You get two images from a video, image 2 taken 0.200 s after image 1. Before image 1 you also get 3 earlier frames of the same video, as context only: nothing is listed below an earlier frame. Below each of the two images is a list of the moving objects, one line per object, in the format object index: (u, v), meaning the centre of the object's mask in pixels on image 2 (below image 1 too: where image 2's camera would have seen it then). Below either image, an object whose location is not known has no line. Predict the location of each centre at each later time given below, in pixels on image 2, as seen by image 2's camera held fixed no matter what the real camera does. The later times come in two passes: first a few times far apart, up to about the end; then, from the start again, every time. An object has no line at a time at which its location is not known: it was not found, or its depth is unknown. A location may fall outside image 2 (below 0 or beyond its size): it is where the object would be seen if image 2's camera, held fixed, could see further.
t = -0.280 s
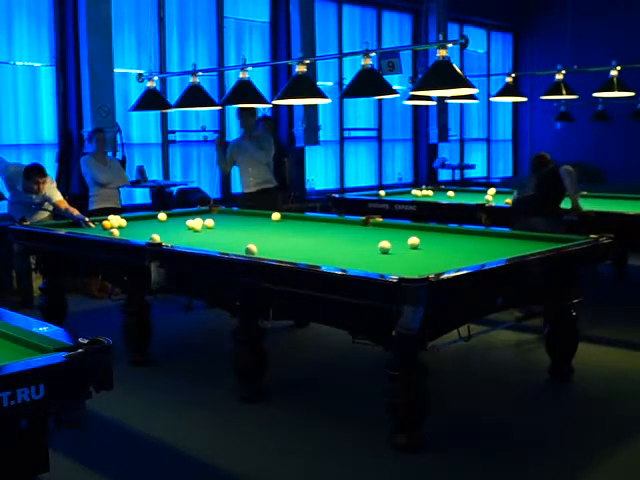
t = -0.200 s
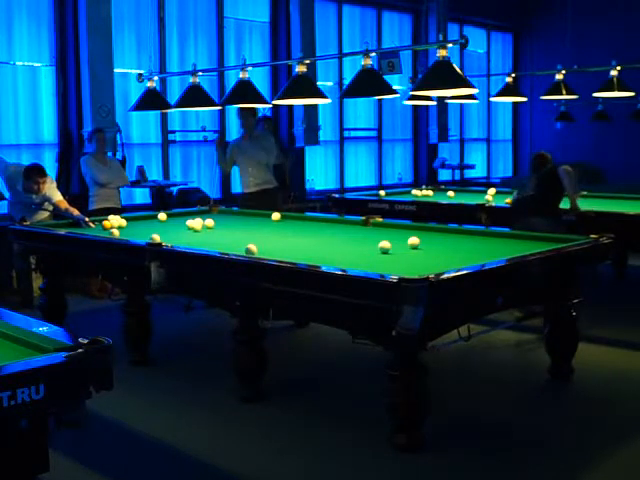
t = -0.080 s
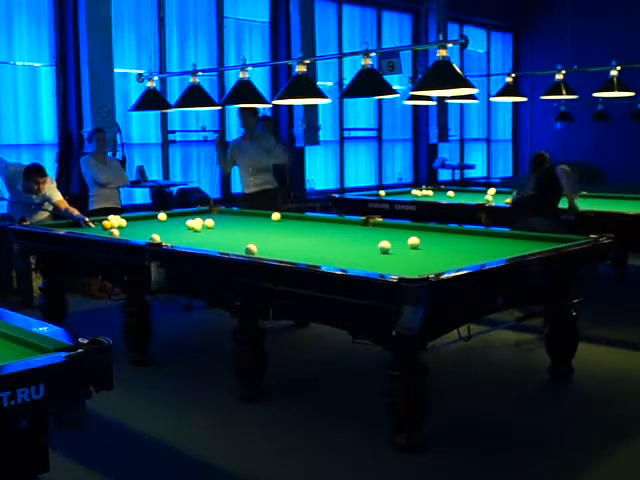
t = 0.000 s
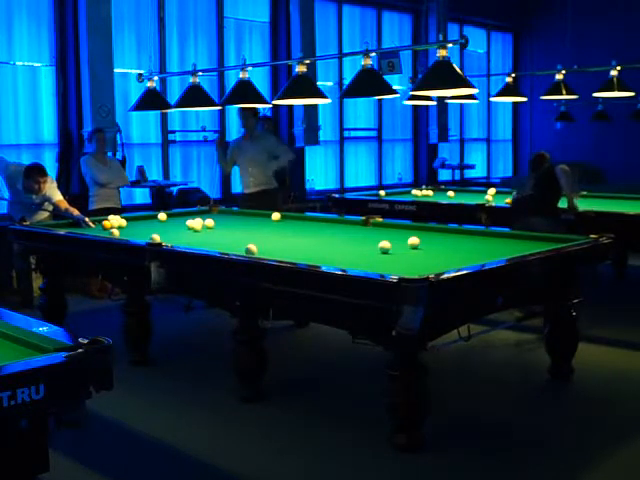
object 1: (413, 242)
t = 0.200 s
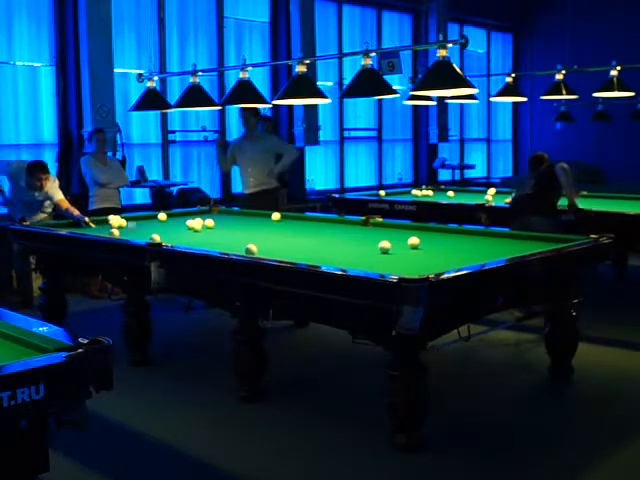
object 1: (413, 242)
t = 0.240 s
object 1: (413, 242)
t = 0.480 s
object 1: (413, 242)
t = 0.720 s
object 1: (413, 242)
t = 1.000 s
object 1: (413, 242)
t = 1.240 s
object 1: (420, 241)
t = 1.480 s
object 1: (427, 241)
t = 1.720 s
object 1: (435, 240)
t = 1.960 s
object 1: (441, 239)
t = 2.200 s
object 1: (446, 239)
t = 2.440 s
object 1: (452, 238)
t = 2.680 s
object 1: (457, 237)
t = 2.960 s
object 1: (461, 237)
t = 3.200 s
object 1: (464, 237)
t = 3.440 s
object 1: (467, 236)
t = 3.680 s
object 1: (470, 236)
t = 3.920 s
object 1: (471, 235)
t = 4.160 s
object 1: (473, 235)
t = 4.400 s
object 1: (475, 235)
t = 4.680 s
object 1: (475, 235)
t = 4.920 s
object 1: (483, 233)
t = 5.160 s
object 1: (489, 233)
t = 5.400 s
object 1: (495, 234)
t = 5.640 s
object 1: (502, 234)
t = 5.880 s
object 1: (507, 234)
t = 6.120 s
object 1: (510, 234)
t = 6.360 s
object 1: (510, 234)
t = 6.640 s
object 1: (510, 234)
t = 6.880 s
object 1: (511, 234)
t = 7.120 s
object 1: (511, 234)
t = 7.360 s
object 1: (511, 234)
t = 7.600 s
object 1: (511, 234)
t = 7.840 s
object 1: (511, 235)
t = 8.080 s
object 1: (511, 235)
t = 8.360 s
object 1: (511, 235)
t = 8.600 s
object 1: (511, 234)
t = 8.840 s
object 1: (511, 234)
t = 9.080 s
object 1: (511, 234)
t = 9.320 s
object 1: (511, 235)
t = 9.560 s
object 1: (511, 235)
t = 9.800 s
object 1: (511, 235)
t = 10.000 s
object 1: (511, 235)
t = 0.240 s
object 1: (413, 242)
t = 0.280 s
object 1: (413, 242)
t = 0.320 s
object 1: (413, 242)
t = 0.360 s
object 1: (413, 242)
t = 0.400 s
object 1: (413, 242)
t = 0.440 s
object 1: (413, 242)
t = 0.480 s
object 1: (413, 242)
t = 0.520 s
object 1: (413, 242)
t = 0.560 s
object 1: (413, 242)
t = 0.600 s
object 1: (413, 242)
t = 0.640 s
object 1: (413, 241)
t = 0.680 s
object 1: (413, 242)
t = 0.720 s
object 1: (413, 242)
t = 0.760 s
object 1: (413, 242)
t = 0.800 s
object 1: (413, 242)
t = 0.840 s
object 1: (413, 242)
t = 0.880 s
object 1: (413, 242)
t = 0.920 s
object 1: (413, 241)
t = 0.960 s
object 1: (414, 240)
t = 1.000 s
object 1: (413, 242)
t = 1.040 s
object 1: (413, 242)
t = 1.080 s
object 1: (415, 242)
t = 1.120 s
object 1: (416, 242)
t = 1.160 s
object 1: (417, 242)
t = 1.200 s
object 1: (419, 241)
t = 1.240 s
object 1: (420, 241)
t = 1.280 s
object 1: (422, 241)
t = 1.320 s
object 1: (423, 241)
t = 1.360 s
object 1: (424, 241)
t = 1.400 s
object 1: (426, 241)
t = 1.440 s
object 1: (427, 241)
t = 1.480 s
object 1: (427, 241)
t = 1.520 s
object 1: (429, 240)
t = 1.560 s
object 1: (430, 240)
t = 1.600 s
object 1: (432, 240)
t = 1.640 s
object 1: (433, 240)
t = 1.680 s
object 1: (434, 240)
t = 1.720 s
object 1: (435, 240)
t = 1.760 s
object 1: (436, 240)
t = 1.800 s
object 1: (437, 240)
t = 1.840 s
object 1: (438, 240)
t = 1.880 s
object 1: (439, 239)
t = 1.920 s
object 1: (441, 239)
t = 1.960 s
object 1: (441, 239)
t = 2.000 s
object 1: (442, 239)
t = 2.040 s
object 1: (443, 239)
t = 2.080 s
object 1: (443, 239)
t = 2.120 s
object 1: (445, 239)
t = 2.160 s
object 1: (446, 239)
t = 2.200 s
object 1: (446, 239)
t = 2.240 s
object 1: (448, 238)
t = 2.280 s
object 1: (449, 238)
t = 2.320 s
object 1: (450, 238)
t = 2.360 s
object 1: (451, 238)
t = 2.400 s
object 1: (452, 238)
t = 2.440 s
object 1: (452, 238)
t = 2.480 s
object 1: (453, 238)
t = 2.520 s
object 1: (454, 238)
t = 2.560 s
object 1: (455, 238)
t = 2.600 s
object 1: (455, 237)
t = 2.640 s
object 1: (456, 237)
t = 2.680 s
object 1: (457, 237)
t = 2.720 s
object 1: (457, 237)
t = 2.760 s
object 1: (458, 237)
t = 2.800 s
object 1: (459, 237)
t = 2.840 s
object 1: (459, 237)
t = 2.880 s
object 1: (460, 237)
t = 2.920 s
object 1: (461, 237)
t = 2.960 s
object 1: (461, 237)
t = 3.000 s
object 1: (462, 237)
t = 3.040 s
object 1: (462, 237)
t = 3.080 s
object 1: (462, 237)
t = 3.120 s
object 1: (463, 237)
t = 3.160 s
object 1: (464, 237)
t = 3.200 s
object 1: (464, 237)
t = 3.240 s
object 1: (465, 236)
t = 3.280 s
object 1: (465, 236)
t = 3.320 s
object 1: (465, 236)
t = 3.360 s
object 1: (466, 236)
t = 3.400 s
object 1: (466, 236)
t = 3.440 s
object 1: (467, 236)
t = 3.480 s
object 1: (467, 236)
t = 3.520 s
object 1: (468, 236)
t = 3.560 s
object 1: (469, 236)
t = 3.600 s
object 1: (469, 236)
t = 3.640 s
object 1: (469, 236)
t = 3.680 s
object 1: (470, 236)
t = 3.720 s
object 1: (470, 236)
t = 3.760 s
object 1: (470, 236)
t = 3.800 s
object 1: (471, 236)
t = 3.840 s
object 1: (471, 235)
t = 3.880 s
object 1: (471, 235)
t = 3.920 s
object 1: (471, 235)
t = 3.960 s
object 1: (472, 235)
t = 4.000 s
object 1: (472, 235)
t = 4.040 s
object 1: (473, 235)
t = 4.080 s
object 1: (473, 235)
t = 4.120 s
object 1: (473, 235)
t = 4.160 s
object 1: (473, 235)
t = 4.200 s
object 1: (474, 235)
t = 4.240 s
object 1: (474, 235)
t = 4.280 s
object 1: (474, 235)
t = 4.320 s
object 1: (474, 235)
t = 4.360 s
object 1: (475, 235)
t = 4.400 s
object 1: (475, 235)
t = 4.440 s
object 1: (475, 235)
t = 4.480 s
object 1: (475, 235)
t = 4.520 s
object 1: (475, 235)
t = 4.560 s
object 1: (475, 235)
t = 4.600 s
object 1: (475, 235)
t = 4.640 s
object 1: (475, 235)
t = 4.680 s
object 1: (475, 235)
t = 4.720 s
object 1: (476, 235)
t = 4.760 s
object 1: (477, 235)
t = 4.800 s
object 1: (478, 235)
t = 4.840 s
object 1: (480, 234)
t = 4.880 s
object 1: (482, 234)
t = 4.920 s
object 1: (483, 233)
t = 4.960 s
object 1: (485, 233)
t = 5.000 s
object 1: (485, 233)
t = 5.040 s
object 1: (486, 233)
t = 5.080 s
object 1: (487, 233)
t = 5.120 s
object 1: (488, 233)
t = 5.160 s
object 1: (489, 233)
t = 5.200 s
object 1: (490, 233)
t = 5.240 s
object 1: (491, 234)
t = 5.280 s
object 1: (492, 234)
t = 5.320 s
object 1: (493, 234)
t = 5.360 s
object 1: (495, 234)
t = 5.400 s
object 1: (495, 234)
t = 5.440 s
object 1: (497, 234)
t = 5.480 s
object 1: (497, 234)
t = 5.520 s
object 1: (499, 234)
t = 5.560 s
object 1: (500, 234)
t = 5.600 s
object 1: (501, 234)
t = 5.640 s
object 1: (502, 234)
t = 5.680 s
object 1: (503, 234)
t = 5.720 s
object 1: (503, 234)
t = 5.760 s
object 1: (505, 234)
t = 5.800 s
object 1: (505, 234)
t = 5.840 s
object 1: (506, 234)
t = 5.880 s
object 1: (507, 234)
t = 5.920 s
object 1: (508, 233)
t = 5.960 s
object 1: (509, 234)
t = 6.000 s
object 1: (509, 234)
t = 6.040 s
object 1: (509, 234)
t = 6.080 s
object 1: (510, 234)
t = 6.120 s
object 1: (510, 234)
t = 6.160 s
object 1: (510, 234)
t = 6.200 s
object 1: (510, 234)
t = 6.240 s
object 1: (510, 234)
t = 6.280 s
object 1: (510, 234)
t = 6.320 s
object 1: (510, 234)
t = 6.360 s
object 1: (510, 234)
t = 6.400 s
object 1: (510, 234)
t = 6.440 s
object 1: (510, 234)
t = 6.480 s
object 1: (510, 234)
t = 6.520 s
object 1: (510, 234)
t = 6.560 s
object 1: (510, 234)
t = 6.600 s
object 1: (511, 234)
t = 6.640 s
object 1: (510, 234)
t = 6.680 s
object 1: (511, 234)
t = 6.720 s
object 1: (511, 234)
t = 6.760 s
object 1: (511, 234)
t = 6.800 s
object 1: (511, 234)
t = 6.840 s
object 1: (511, 234)
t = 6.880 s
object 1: (511, 234)
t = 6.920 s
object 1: (511, 234)
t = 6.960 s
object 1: (511, 234)
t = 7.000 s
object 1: (511, 234)
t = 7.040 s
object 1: (511, 234)
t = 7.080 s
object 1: (511, 235)
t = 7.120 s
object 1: (511, 234)
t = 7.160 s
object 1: (511, 234)
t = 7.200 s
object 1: (511, 235)
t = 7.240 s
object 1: (511, 235)
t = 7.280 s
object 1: (511, 234)
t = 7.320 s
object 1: (511, 235)
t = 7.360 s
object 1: (511, 234)
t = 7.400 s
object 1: (511, 235)
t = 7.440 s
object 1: (511, 234)
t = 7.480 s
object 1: (511, 235)
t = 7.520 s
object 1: (511, 235)
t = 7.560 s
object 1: (511, 235)
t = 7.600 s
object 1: (511, 234)
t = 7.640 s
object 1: (511, 235)
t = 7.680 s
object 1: (511, 235)
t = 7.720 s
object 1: (511, 235)
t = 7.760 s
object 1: (511, 235)
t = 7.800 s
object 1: (511, 235)
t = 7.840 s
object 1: (511, 235)
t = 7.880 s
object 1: (511, 234)
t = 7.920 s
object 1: (511, 235)
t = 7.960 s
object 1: (511, 235)
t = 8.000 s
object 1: (511, 235)
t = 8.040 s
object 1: (511, 234)
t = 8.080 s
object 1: (511, 235)
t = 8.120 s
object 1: (511, 235)
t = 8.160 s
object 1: (511, 234)
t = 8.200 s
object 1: (511, 235)
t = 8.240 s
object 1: (511, 235)
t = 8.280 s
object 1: (511, 235)
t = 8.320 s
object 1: (511, 235)
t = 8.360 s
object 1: (511, 235)
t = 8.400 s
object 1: (511, 234)
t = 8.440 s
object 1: (511, 235)
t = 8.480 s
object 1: (511, 235)
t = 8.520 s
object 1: (511, 235)
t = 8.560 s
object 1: (511, 234)
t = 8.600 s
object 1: (511, 234)
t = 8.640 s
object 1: (511, 235)
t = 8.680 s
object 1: (511, 235)
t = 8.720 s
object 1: (511, 235)
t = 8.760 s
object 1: (511, 234)
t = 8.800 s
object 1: (511, 234)
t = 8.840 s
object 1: (511, 234)
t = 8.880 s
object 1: (511, 234)
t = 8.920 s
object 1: (511, 234)
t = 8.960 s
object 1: (511, 234)
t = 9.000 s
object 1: (511, 235)
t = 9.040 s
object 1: (511, 234)
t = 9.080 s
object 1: (511, 234)
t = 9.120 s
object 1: (511, 234)
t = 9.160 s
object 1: (511, 234)
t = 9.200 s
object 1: (511, 234)
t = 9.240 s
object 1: (511, 235)
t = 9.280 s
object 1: (511, 235)
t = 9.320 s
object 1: (511, 235)
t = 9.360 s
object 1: (511, 235)
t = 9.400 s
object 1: (511, 235)
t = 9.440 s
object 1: (511, 235)
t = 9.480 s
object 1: (511, 235)
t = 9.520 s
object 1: (511, 235)
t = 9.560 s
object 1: (511, 235)
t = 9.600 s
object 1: (511, 235)
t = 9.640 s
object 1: (511, 235)
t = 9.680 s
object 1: (511, 235)
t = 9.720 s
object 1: (511, 235)
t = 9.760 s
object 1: (511, 235)
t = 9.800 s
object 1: (511, 235)
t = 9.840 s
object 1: (511, 235)
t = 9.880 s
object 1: (511, 235)
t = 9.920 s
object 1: (511, 235)
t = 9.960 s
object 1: (511, 235)
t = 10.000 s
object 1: (511, 235)
